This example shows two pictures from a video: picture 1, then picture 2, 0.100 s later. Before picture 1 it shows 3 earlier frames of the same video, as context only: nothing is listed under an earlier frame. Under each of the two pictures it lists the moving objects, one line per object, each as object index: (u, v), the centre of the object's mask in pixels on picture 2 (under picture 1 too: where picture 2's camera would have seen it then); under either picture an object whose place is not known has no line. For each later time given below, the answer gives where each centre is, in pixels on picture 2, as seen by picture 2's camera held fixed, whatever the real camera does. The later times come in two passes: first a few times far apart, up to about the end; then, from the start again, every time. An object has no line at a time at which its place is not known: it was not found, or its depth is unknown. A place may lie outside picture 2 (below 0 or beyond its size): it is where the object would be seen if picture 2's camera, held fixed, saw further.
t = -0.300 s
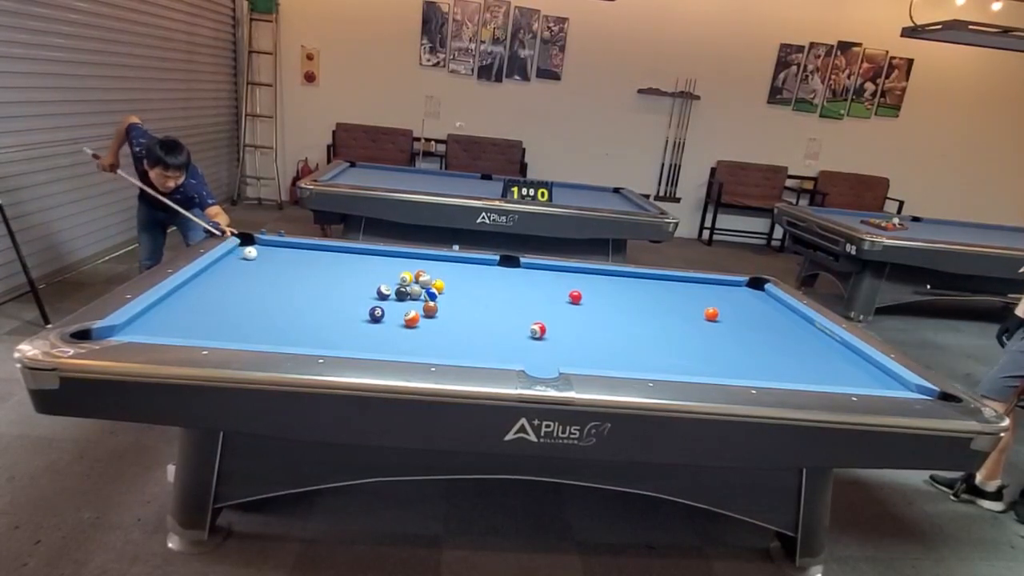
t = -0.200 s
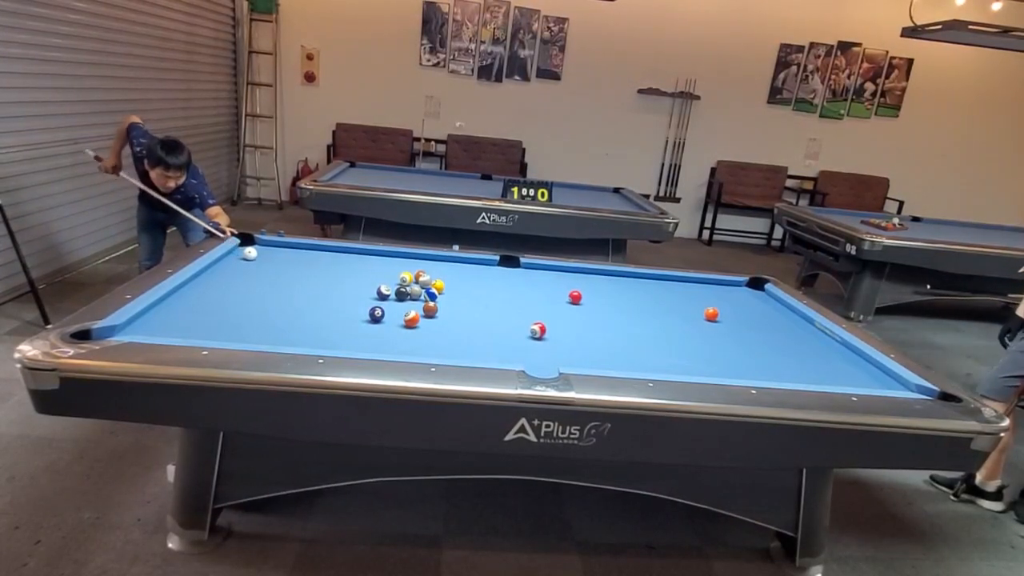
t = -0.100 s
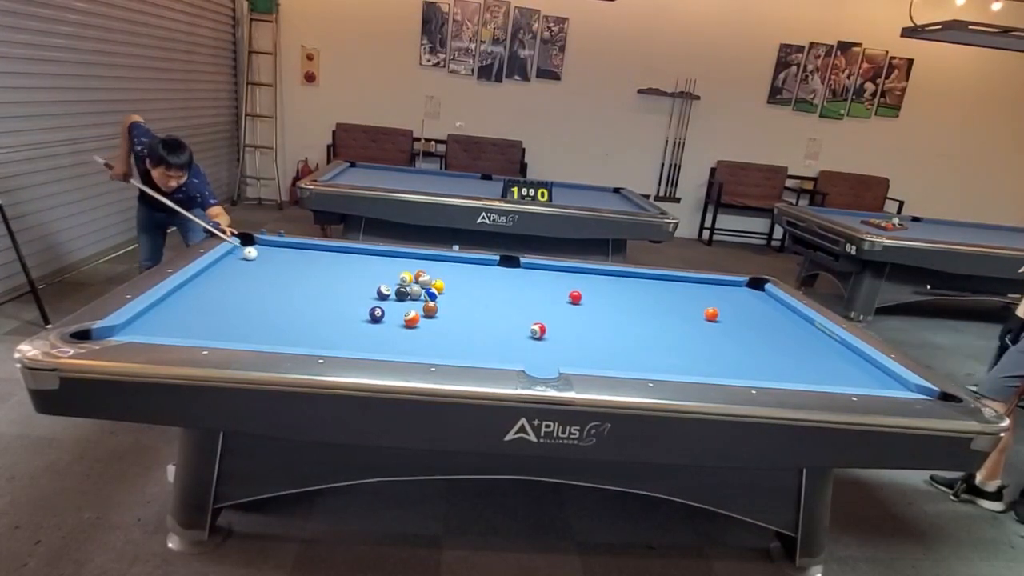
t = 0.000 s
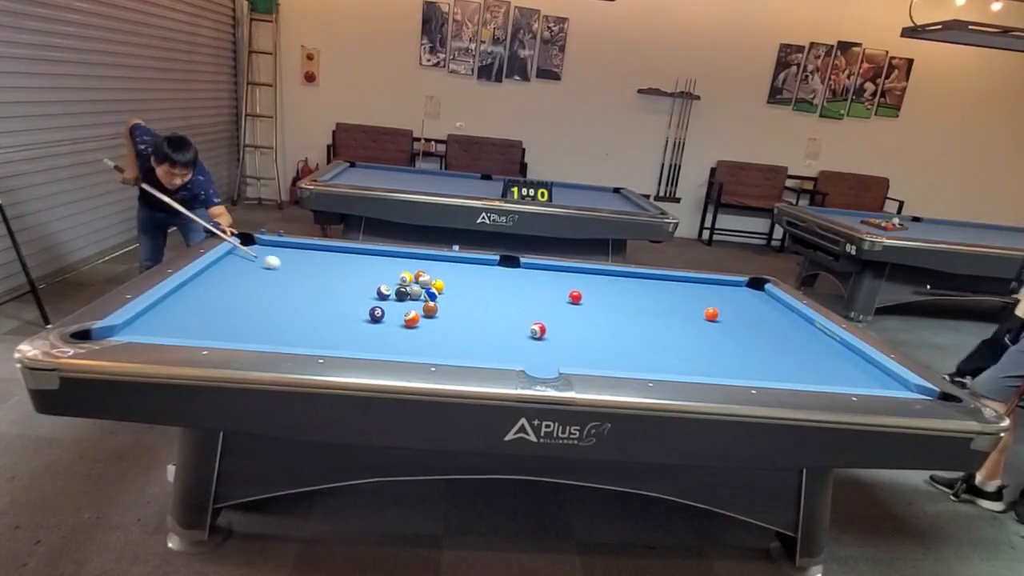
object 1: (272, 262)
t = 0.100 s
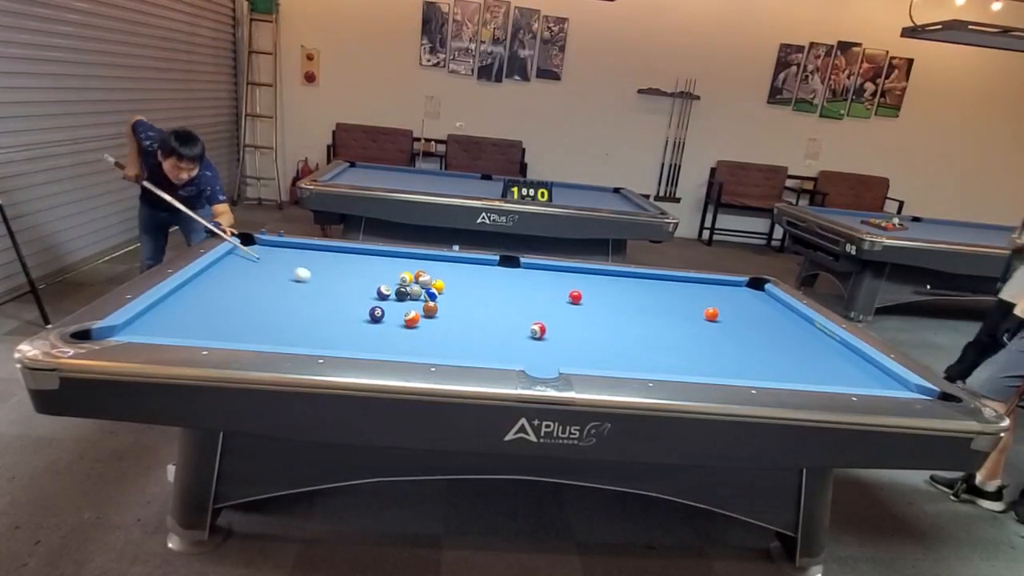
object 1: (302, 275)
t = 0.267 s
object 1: (353, 295)
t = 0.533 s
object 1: (399, 318)
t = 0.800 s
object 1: (416, 331)
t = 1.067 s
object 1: (434, 346)
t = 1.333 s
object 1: (454, 354)
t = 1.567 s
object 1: (463, 352)
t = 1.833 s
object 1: (472, 349)
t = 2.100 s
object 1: (480, 345)
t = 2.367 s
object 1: (488, 341)
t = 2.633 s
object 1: (493, 338)
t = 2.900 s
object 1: (499, 336)
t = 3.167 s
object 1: (503, 333)
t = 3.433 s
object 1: (506, 332)
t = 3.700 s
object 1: (509, 331)
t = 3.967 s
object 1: (510, 330)
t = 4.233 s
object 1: (511, 330)
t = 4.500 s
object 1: (510, 330)
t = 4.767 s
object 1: (510, 330)
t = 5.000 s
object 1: (510, 330)
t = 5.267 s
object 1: (510, 330)
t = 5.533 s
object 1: (510, 330)
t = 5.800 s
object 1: (510, 330)
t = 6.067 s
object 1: (510, 330)
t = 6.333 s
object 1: (510, 330)
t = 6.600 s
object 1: (510, 330)
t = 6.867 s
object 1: (510, 330)
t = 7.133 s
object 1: (510, 330)
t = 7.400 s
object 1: (510, 330)
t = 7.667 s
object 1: (510, 330)
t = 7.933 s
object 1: (510, 330)
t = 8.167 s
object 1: (510, 330)
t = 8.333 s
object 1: (510, 330)
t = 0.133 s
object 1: (311, 278)
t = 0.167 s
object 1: (321, 282)
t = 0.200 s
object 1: (332, 287)
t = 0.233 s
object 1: (342, 291)
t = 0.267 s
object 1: (353, 295)
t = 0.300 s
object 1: (363, 300)
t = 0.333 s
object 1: (375, 302)
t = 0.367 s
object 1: (389, 309)
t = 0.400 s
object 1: (397, 314)
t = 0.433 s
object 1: (398, 315)
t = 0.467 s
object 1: (398, 316)
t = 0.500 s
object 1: (398, 317)
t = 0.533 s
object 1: (399, 318)
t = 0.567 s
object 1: (400, 319)
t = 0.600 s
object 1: (402, 321)
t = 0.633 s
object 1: (404, 323)
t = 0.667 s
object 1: (406, 325)
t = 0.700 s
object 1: (408, 326)
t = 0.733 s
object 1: (411, 328)
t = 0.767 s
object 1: (413, 330)
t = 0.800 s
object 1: (416, 331)
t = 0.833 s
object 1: (418, 333)
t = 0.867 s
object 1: (420, 335)
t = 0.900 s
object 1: (422, 337)
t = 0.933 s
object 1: (425, 338)
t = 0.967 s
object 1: (427, 340)
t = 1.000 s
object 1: (430, 342)
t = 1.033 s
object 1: (432, 344)
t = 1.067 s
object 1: (434, 346)
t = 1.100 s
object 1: (436, 348)
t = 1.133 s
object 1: (439, 349)
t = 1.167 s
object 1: (442, 350)
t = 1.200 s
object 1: (444, 351)
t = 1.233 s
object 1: (447, 352)
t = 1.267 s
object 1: (449, 353)
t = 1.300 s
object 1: (452, 354)
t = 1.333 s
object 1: (454, 354)
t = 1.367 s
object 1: (455, 354)
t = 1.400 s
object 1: (456, 353)
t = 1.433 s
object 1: (458, 353)
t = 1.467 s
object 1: (459, 353)
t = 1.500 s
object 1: (460, 352)
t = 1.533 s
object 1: (462, 352)
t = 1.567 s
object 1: (463, 352)
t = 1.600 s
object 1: (464, 352)
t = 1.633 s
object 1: (465, 351)
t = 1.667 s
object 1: (467, 351)
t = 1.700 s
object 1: (468, 350)
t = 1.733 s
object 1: (469, 350)
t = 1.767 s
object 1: (470, 350)
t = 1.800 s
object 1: (471, 349)
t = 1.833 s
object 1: (472, 349)
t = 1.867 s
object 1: (473, 349)
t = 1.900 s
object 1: (474, 348)
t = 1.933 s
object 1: (476, 347)
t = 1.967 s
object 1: (477, 347)
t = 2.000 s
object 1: (477, 346)
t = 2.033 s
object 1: (478, 345)
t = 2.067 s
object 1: (479, 345)
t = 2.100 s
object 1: (480, 345)
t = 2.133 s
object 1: (481, 344)
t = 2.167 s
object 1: (482, 344)
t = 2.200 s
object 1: (483, 343)
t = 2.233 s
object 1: (484, 343)
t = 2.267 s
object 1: (485, 342)
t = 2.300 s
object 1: (486, 342)
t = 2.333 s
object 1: (486, 341)
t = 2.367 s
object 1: (488, 341)
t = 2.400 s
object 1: (488, 340)
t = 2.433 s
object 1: (489, 340)
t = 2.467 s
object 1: (490, 339)
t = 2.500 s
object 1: (490, 339)
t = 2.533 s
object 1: (491, 338)
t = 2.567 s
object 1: (492, 338)
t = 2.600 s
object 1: (493, 338)
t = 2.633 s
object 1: (493, 338)
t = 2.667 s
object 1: (494, 337)
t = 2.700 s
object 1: (495, 337)
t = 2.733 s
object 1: (496, 337)
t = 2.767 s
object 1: (496, 336)
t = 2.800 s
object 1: (497, 336)
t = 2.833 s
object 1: (497, 336)
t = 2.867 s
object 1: (498, 336)
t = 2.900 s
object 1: (499, 336)
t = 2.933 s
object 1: (500, 335)
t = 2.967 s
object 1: (500, 335)
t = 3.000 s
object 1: (501, 334)
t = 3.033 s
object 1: (501, 334)
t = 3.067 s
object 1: (502, 334)
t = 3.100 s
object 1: (502, 334)
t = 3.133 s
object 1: (503, 334)
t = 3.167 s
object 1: (503, 333)
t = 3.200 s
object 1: (504, 333)
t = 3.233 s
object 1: (504, 333)
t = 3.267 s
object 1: (505, 333)
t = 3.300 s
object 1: (505, 333)
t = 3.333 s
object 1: (505, 333)
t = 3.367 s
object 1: (506, 332)
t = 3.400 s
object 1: (506, 332)
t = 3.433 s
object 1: (506, 332)
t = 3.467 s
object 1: (507, 332)
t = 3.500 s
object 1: (507, 332)
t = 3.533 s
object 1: (507, 332)
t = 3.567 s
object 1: (508, 332)
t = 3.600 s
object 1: (508, 331)
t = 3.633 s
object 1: (508, 331)
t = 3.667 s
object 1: (508, 331)
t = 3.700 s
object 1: (509, 331)
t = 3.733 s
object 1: (509, 331)
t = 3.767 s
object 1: (509, 331)
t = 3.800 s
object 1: (509, 331)
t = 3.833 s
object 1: (509, 331)
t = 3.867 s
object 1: (510, 331)
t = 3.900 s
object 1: (510, 331)
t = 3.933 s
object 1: (510, 331)
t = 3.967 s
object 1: (510, 330)
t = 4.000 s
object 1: (510, 330)
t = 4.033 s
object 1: (510, 330)
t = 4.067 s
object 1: (511, 330)
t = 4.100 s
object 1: (511, 330)
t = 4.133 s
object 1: (511, 330)
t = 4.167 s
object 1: (511, 330)
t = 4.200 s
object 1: (511, 330)
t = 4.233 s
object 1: (511, 330)
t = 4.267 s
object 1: (511, 330)
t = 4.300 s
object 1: (511, 330)
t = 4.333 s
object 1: (511, 330)
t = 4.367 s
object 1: (510, 330)
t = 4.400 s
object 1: (511, 330)
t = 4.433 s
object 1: (510, 330)
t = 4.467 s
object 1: (510, 330)
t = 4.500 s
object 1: (510, 330)
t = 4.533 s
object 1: (510, 330)
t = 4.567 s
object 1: (510, 330)
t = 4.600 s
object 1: (510, 330)
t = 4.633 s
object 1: (510, 330)
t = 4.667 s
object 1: (510, 330)
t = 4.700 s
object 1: (510, 330)
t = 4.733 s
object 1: (510, 330)
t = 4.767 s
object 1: (510, 330)
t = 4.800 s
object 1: (510, 330)
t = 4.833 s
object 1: (510, 330)
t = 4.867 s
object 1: (510, 330)
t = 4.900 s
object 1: (511, 330)
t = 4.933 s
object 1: (510, 330)
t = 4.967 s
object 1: (511, 330)
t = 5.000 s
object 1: (510, 330)
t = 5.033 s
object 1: (510, 330)
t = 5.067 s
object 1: (510, 330)
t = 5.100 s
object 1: (510, 330)
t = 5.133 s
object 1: (510, 330)
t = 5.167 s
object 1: (510, 330)
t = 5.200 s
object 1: (510, 330)
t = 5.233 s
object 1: (510, 330)
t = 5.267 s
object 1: (510, 330)
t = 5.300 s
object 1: (510, 330)
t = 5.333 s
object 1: (510, 330)
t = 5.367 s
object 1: (510, 330)
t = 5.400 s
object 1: (510, 330)
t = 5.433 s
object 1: (510, 330)
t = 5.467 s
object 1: (510, 330)
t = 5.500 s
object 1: (510, 330)
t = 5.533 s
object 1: (510, 330)
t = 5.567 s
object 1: (511, 330)
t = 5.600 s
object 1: (510, 330)
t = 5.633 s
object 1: (510, 330)
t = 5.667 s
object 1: (510, 330)
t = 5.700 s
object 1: (510, 330)
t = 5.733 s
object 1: (510, 330)
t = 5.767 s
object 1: (510, 330)
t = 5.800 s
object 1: (510, 330)
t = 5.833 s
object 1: (511, 330)
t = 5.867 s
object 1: (510, 330)
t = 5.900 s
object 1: (510, 330)
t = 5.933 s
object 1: (510, 330)
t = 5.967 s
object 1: (510, 330)
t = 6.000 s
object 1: (510, 330)
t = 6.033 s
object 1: (510, 330)
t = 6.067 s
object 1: (510, 330)
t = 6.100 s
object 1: (510, 330)
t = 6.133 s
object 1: (510, 330)
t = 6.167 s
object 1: (510, 330)
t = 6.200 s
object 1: (510, 330)
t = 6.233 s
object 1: (510, 330)
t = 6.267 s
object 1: (510, 330)
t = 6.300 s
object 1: (510, 330)
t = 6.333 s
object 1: (510, 330)
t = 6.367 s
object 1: (510, 330)
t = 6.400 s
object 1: (510, 330)
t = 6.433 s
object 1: (510, 330)
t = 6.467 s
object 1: (510, 330)
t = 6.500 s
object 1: (510, 330)
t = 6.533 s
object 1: (510, 330)
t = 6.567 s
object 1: (510, 330)
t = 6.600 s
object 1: (510, 330)
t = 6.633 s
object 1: (510, 330)
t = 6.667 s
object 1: (510, 330)
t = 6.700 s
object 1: (510, 330)
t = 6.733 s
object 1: (510, 330)
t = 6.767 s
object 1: (510, 330)
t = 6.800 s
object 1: (510, 330)
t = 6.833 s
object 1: (510, 330)
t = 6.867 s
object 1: (510, 330)
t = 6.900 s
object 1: (510, 330)
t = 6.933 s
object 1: (510, 330)
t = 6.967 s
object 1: (510, 330)
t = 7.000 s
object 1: (510, 330)
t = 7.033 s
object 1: (510, 330)
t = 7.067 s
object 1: (510, 330)
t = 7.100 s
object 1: (510, 330)
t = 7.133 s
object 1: (510, 330)
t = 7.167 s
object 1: (510, 330)
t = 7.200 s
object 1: (510, 330)
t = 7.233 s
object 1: (510, 330)
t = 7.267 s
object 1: (510, 330)
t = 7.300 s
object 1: (510, 330)
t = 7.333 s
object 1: (510, 330)
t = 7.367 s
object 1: (510, 330)
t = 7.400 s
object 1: (510, 330)
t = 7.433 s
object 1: (510, 330)
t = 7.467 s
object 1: (510, 330)
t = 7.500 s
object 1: (510, 330)
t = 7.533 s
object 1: (510, 330)
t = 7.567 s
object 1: (510, 330)
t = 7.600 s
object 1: (510, 330)
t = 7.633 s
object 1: (510, 330)
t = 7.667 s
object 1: (510, 330)
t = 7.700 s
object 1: (510, 330)
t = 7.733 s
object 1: (510, 330)
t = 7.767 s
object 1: (510, 330)
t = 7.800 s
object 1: (510, 330)
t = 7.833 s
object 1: (510, 330)
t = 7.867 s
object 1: (510, 330)
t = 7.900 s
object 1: (510, 330)
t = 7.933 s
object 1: (510, 330)
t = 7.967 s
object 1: (510, 330)
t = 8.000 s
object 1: (510, 330)
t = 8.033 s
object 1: (510, 330)
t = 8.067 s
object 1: (510, 330)
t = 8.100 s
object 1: (510, 330)
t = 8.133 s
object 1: (510, 330)
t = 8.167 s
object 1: (510, 330)
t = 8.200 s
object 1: (510, 330)
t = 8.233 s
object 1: (510, 330)
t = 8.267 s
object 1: (510, 330)
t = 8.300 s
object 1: (510, 330)
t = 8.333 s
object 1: (510, 330)
